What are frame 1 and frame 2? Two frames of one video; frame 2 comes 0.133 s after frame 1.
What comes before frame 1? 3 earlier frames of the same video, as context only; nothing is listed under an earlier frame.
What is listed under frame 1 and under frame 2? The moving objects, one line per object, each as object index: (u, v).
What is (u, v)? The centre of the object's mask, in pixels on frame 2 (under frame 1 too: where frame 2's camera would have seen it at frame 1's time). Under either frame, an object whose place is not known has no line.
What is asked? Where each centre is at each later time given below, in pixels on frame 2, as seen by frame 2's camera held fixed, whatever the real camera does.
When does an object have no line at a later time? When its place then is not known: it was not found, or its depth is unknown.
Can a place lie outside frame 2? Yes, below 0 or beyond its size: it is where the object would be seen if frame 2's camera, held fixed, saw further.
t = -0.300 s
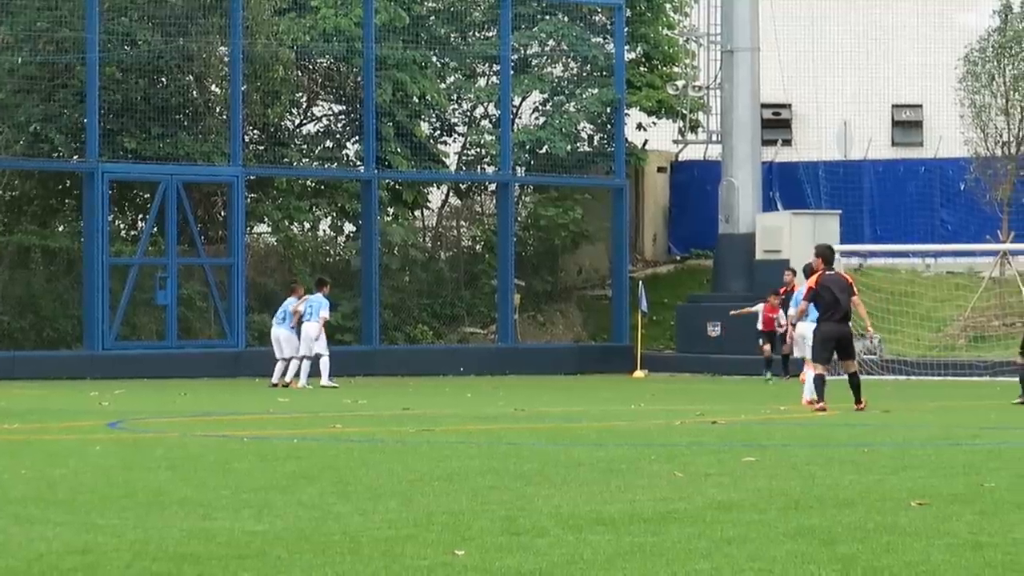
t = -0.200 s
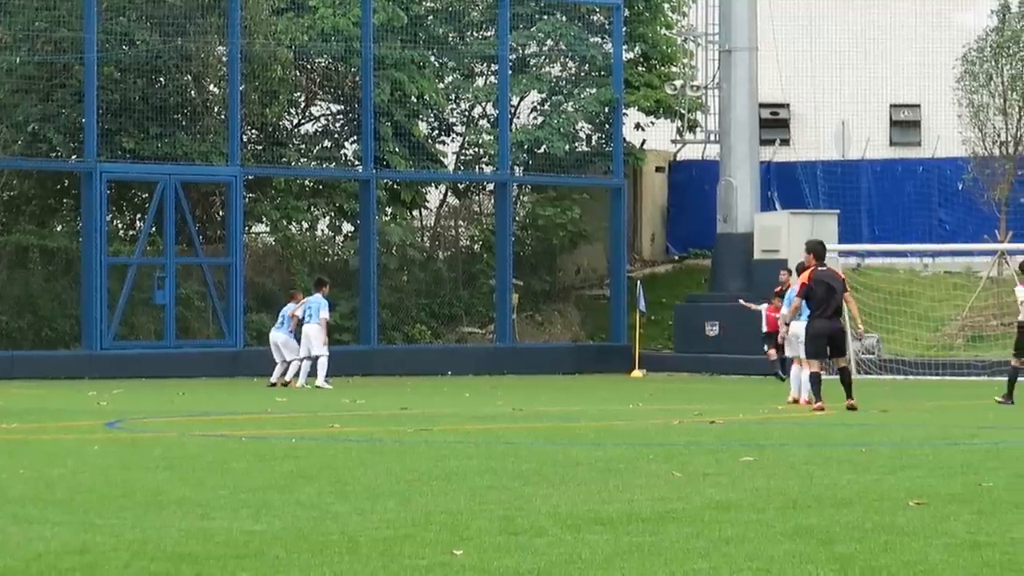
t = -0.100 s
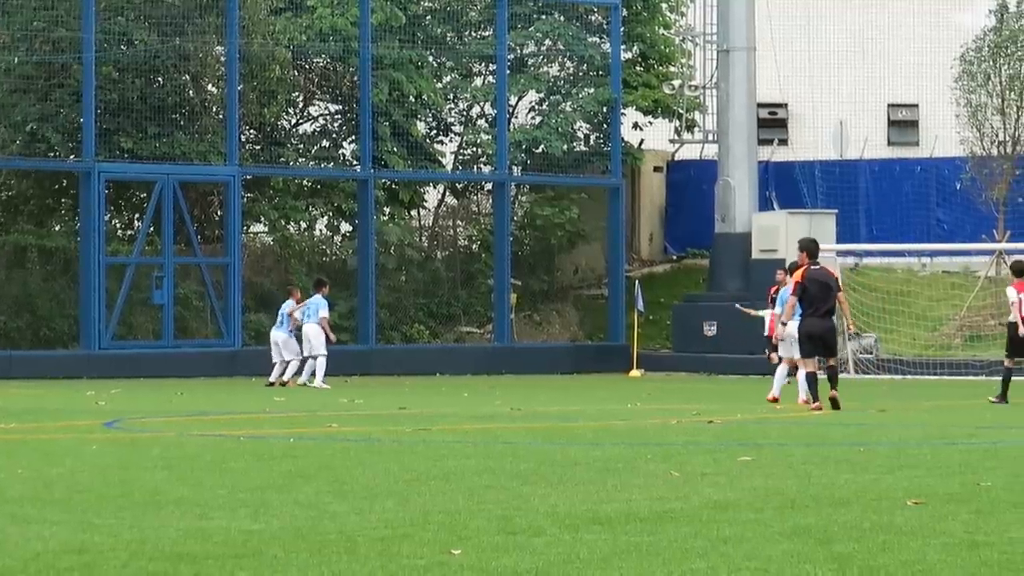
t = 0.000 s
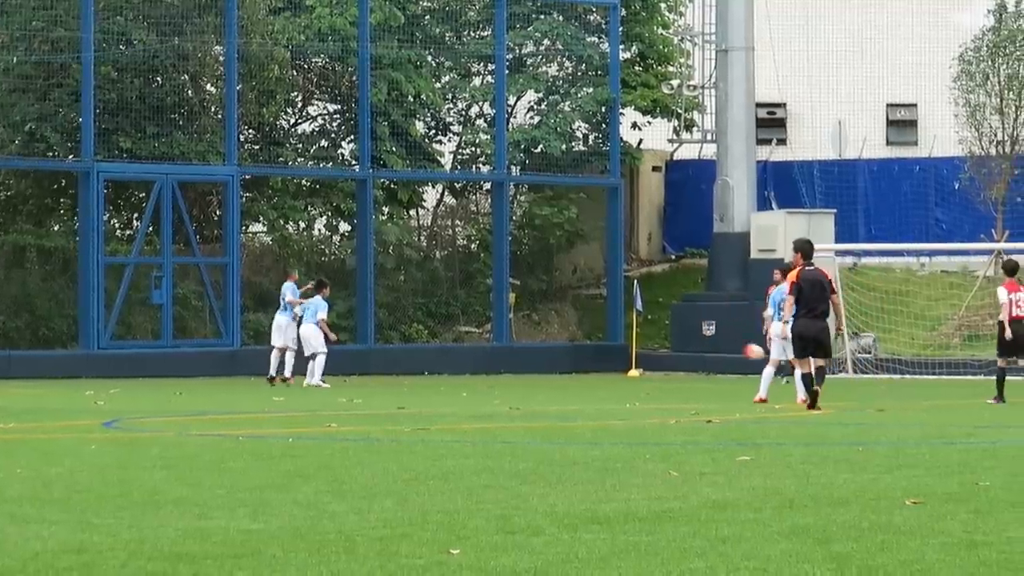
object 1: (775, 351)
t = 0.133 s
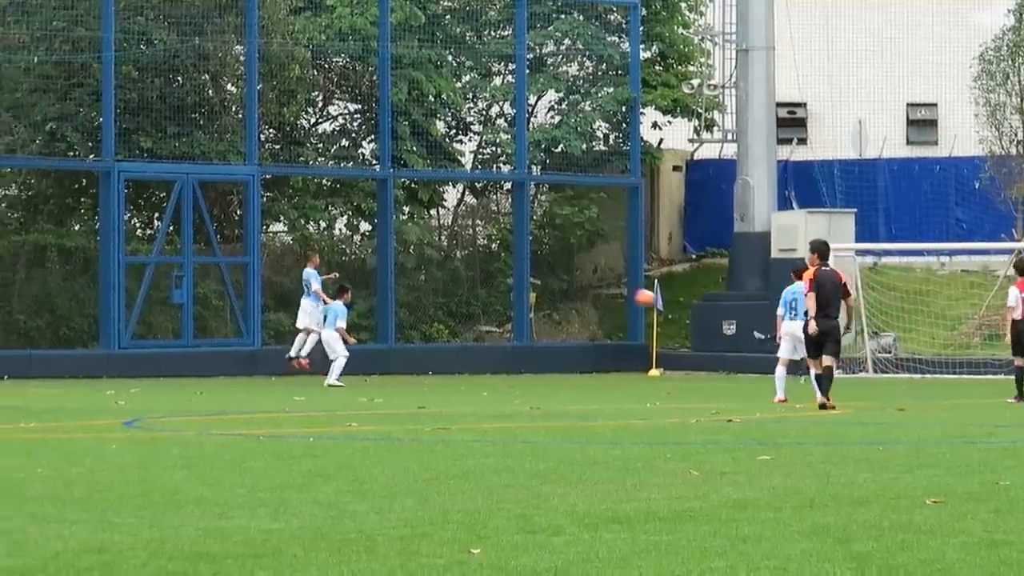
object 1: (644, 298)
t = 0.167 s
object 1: (611, 286)
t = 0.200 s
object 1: (578, 274)
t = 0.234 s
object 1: (546, 263)
